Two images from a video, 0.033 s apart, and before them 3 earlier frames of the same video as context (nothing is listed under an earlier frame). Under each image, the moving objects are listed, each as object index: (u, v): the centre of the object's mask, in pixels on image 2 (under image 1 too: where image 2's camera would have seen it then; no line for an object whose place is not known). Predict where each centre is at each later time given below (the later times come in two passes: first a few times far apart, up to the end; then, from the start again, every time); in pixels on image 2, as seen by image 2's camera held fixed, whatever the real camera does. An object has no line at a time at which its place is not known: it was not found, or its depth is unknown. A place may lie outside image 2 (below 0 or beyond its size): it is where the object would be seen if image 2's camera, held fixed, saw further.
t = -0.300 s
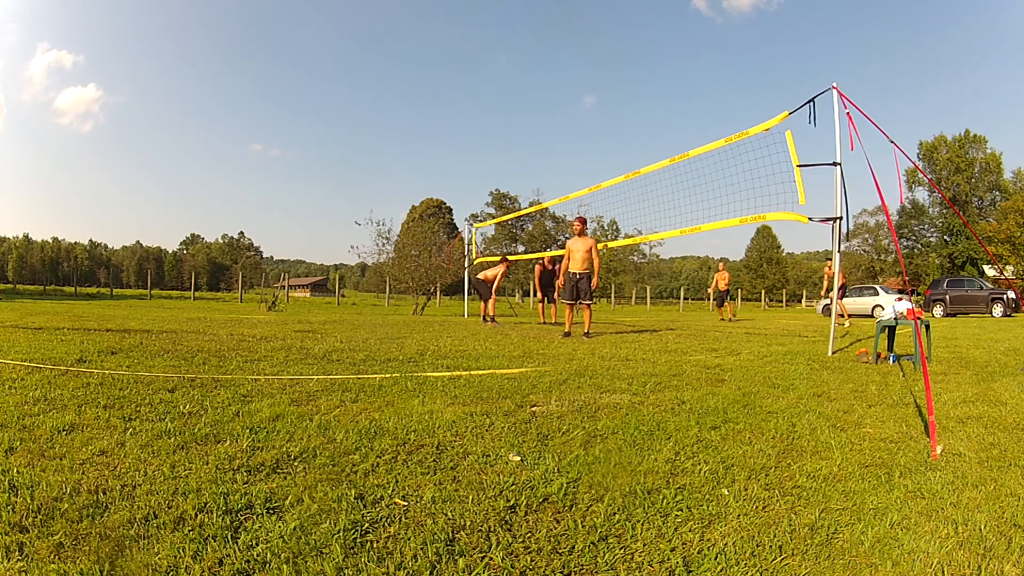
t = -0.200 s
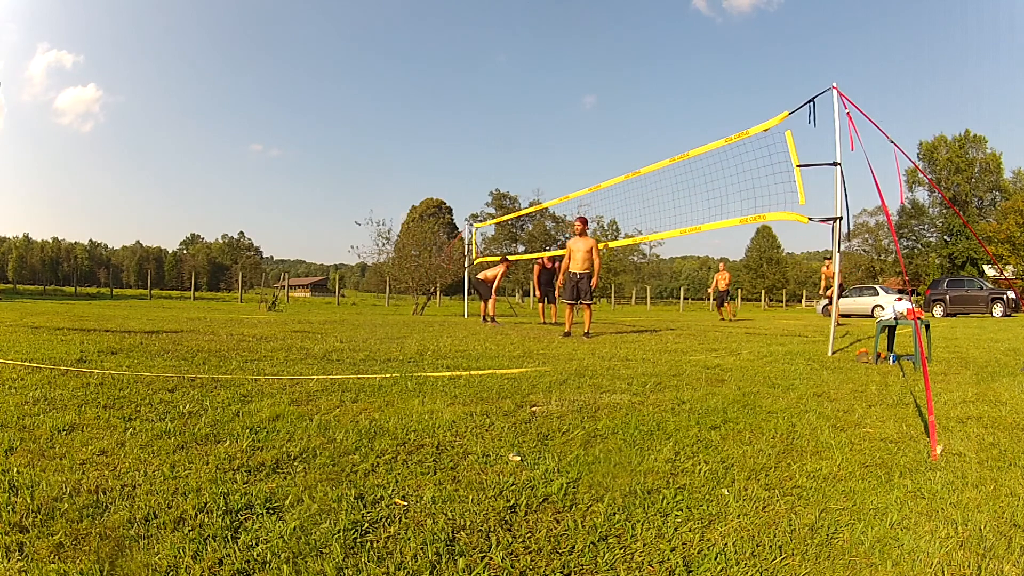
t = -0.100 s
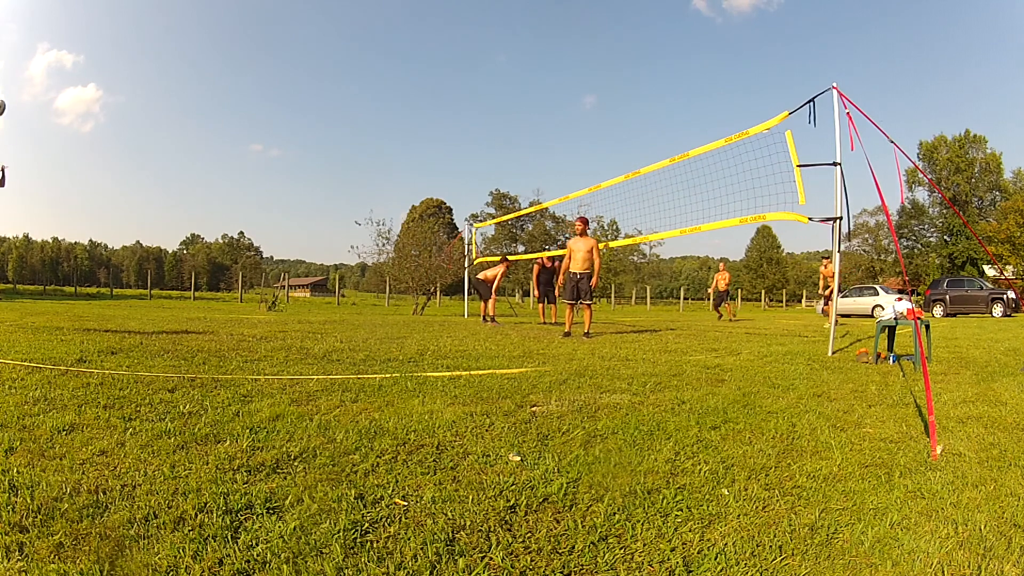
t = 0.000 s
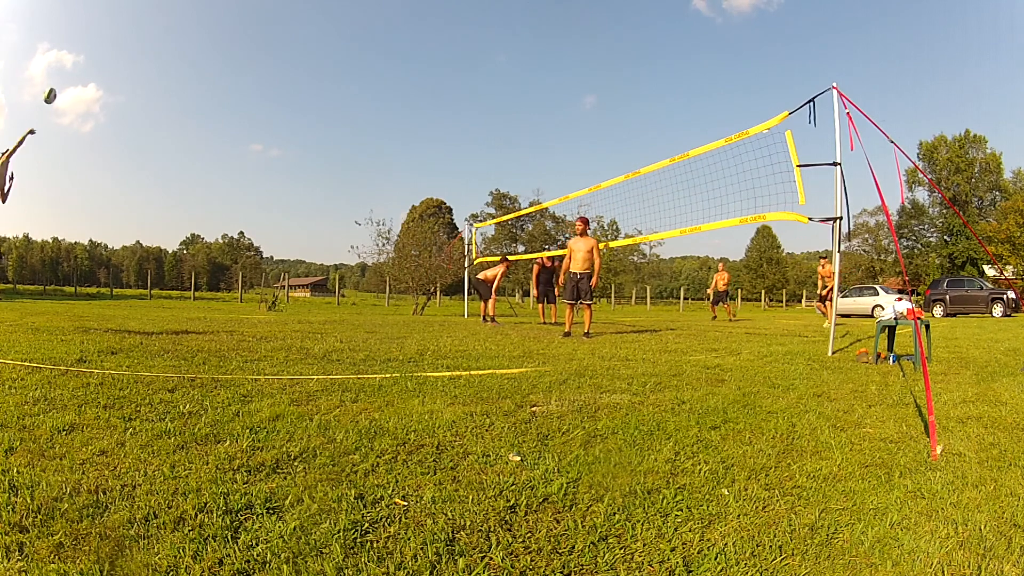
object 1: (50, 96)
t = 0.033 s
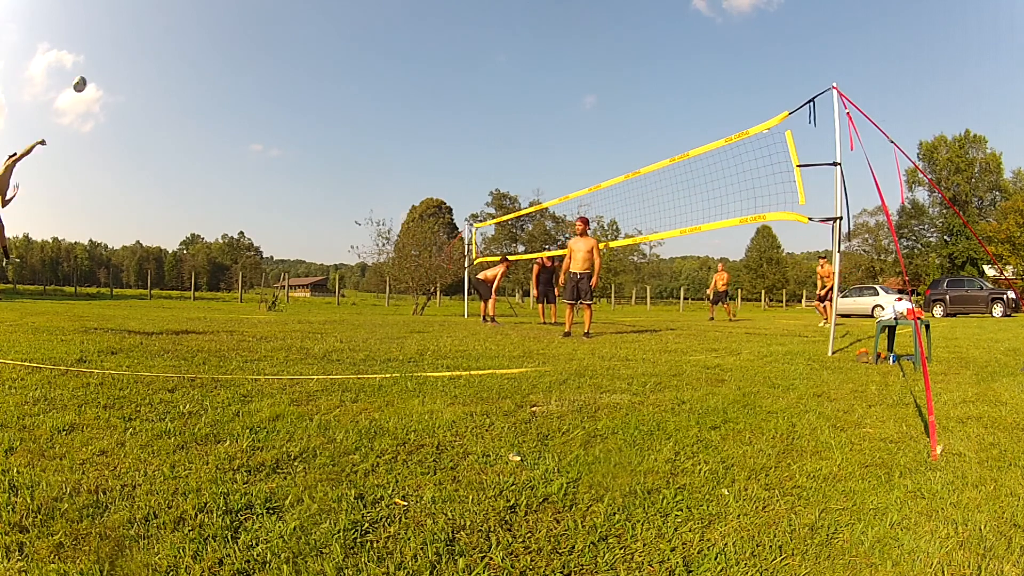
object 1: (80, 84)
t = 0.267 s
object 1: (327, 51)
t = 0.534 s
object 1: (594, 113)
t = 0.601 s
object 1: (647, 138)
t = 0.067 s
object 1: (111, 74)
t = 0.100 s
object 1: (145, 65)
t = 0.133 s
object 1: (179, 59)
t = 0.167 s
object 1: (216, 54)
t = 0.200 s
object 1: (252, 51)
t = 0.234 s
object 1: (289, 50)
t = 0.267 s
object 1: (327, 51)
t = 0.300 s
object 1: (364, 53)
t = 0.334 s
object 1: (400, 58)
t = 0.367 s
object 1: (436, 64)
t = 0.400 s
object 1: (471, 72)
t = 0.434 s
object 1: (504, 80)
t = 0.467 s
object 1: (536, 90)
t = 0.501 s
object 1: (566, 101)
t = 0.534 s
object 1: (594, 113)
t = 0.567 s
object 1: (621, 126)
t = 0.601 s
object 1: (647, 138)
